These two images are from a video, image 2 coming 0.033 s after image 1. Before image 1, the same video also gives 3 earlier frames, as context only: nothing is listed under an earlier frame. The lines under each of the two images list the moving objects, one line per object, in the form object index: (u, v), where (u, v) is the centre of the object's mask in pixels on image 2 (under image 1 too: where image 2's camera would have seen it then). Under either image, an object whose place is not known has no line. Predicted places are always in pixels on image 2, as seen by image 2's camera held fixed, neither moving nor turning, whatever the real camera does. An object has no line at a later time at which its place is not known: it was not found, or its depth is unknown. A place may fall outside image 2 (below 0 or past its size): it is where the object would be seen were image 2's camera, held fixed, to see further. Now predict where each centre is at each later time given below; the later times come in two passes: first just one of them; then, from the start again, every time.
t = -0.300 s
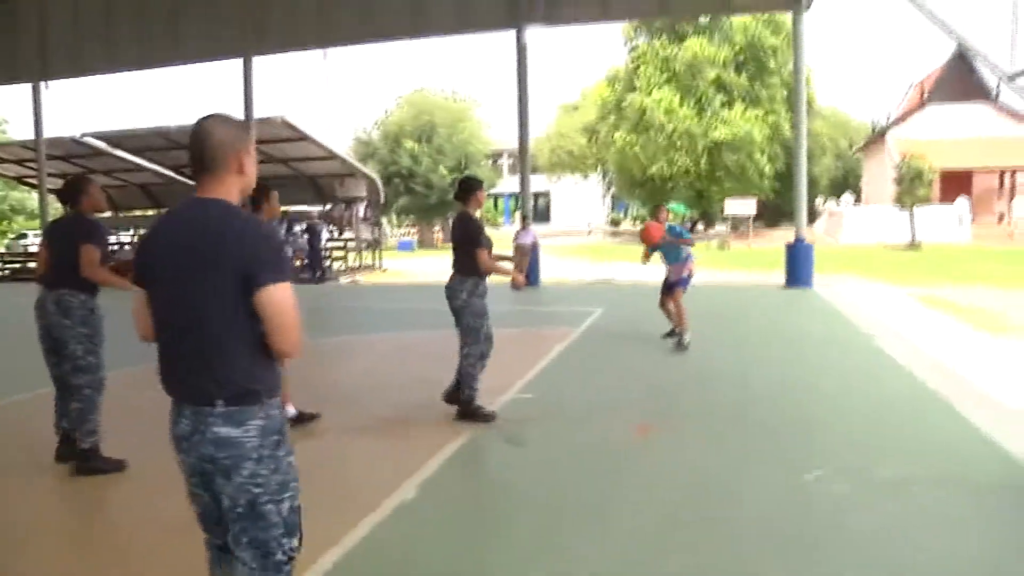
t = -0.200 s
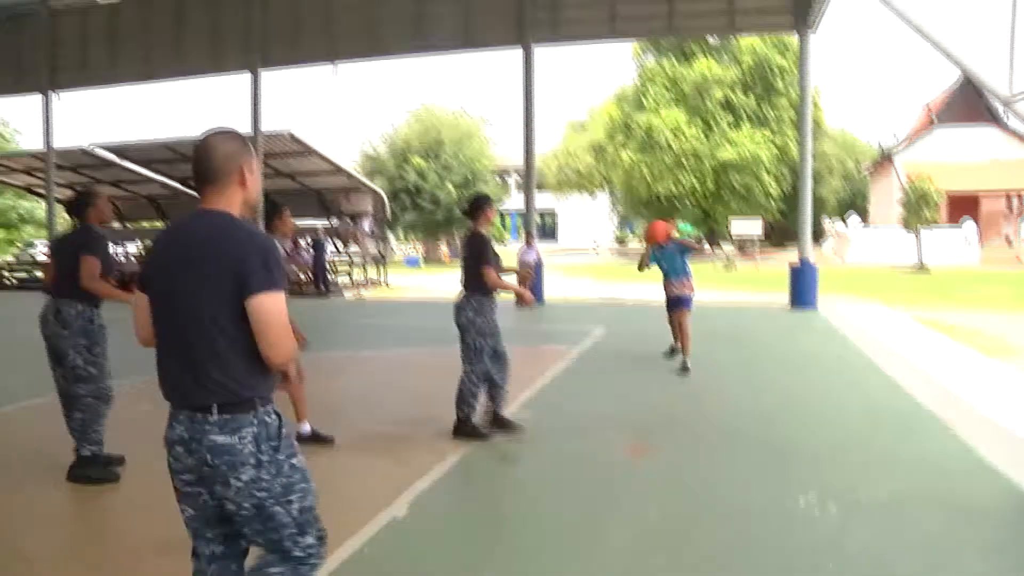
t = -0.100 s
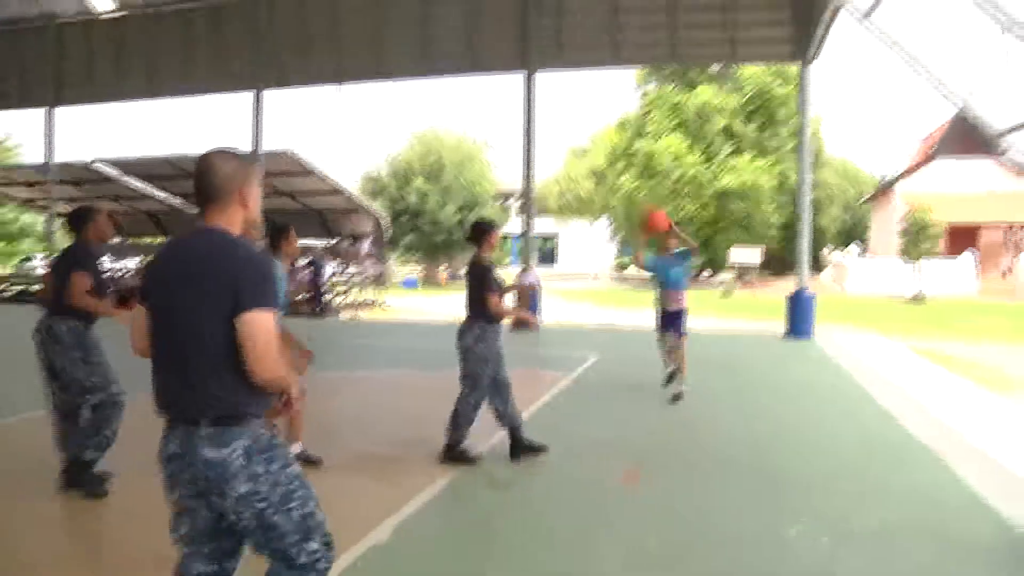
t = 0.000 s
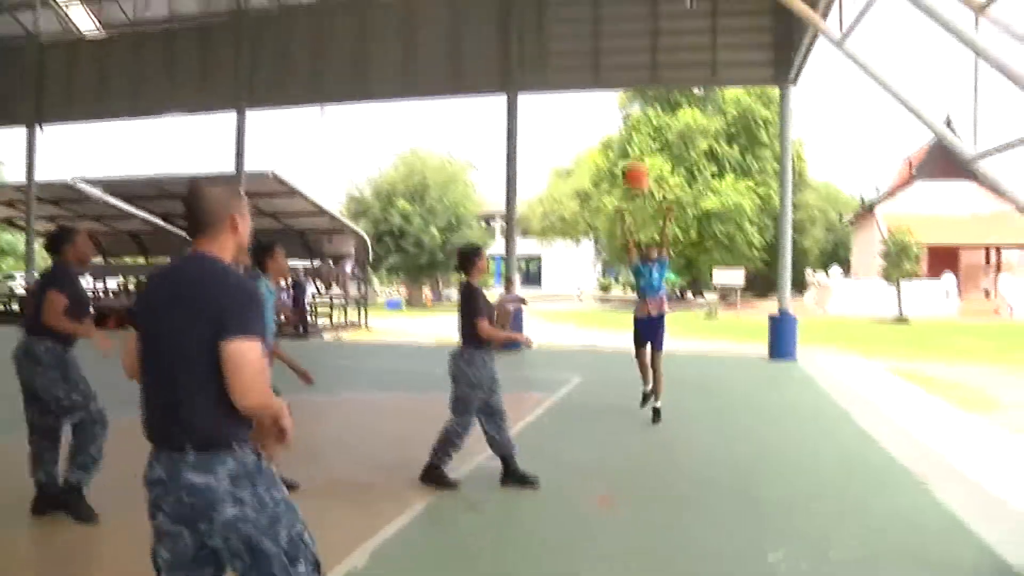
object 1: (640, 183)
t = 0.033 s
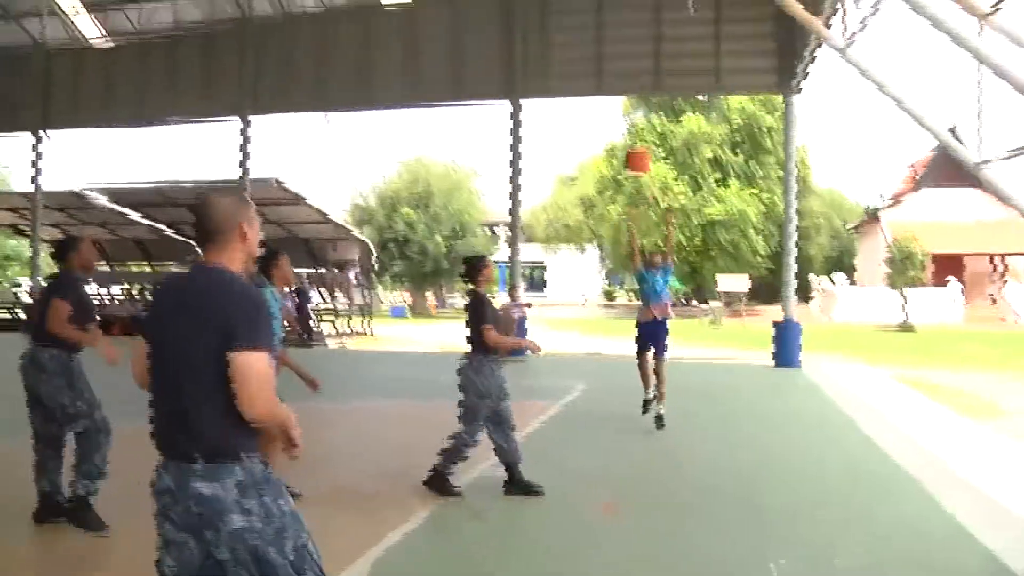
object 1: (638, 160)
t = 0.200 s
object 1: (631, 59)
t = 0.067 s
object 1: (638, 140)
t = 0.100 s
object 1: (636, 119)
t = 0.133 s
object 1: (635, 100)
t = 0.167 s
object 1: (632, 78)
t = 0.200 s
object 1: (631, 59)
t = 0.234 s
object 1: (630, 42)
